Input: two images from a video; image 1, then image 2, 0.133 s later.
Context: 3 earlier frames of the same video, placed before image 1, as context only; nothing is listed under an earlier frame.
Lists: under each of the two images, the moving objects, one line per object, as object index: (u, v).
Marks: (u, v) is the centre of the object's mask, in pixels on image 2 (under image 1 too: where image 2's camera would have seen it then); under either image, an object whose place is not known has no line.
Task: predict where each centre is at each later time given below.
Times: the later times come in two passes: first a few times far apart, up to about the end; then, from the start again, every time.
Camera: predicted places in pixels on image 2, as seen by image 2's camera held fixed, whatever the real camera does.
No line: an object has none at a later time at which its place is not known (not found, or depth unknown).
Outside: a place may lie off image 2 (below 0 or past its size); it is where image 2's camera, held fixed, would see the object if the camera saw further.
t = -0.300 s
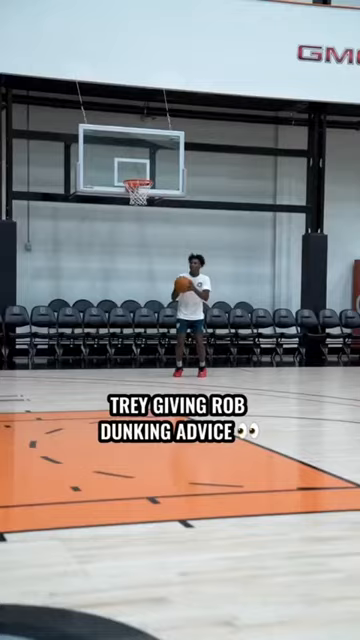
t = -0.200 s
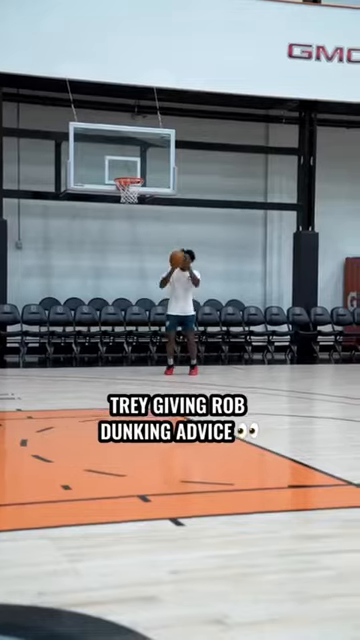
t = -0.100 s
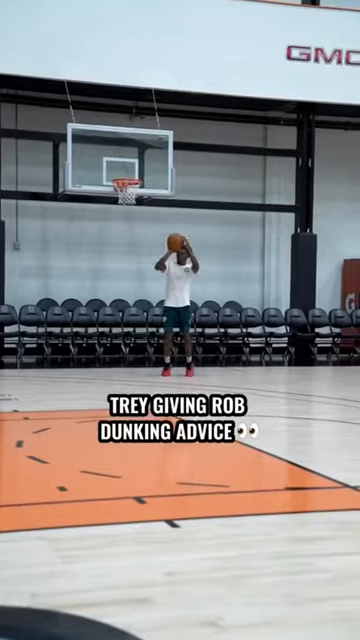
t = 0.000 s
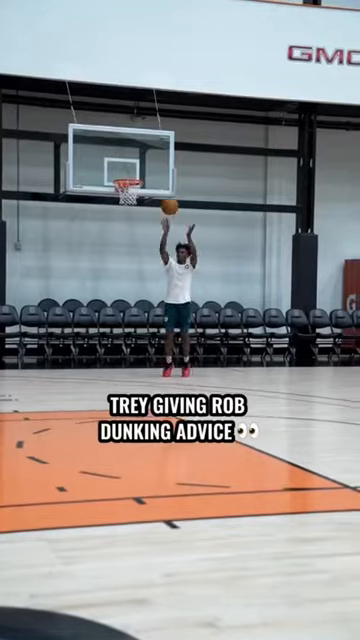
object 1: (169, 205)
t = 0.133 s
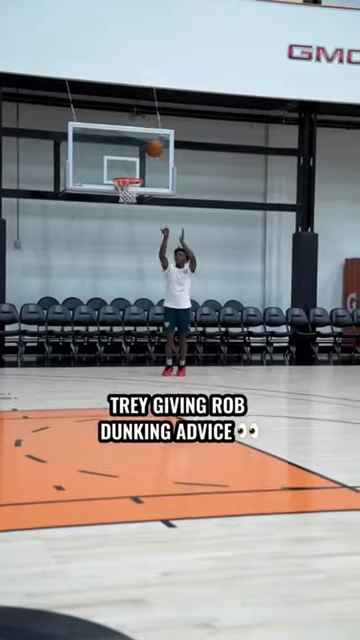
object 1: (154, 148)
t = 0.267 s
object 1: (137, 100)
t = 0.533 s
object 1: (97, 38)
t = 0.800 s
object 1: (49, 30)
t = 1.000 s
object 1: (10, 69)
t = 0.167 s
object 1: (150, 136)
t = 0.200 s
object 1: (145, 123)
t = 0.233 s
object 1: (141, 110)
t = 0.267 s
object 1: (137, 100)
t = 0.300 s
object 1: (131, 92)
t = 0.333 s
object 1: (126, 81)
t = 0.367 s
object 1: (122, 72)
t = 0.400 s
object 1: (117, 64)
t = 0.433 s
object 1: (112, 56)
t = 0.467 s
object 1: (108, 49)
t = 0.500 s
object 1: (103, 44)
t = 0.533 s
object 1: (97, 38)
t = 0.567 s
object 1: (91, 34)
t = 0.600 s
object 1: (86, 30)
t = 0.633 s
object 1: (80, 28)
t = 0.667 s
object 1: (73, 27)
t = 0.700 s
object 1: (68, 26)
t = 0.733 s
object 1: (62, 26)
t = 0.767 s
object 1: (56, 27)
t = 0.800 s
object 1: (49, 30)
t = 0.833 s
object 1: (43, 34)
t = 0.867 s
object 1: (37, 39)
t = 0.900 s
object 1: (31, 45)
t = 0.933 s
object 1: (24, 52)
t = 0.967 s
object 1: (17, 60)
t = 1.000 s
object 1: (10, 69)
